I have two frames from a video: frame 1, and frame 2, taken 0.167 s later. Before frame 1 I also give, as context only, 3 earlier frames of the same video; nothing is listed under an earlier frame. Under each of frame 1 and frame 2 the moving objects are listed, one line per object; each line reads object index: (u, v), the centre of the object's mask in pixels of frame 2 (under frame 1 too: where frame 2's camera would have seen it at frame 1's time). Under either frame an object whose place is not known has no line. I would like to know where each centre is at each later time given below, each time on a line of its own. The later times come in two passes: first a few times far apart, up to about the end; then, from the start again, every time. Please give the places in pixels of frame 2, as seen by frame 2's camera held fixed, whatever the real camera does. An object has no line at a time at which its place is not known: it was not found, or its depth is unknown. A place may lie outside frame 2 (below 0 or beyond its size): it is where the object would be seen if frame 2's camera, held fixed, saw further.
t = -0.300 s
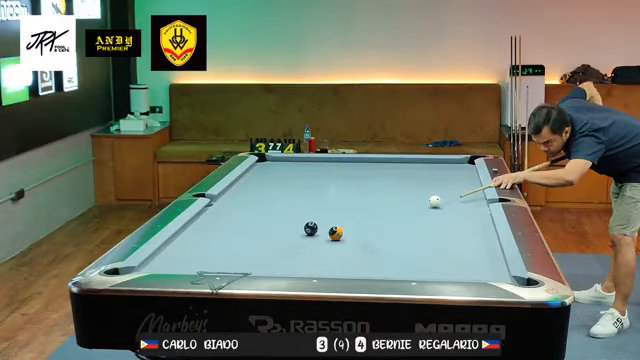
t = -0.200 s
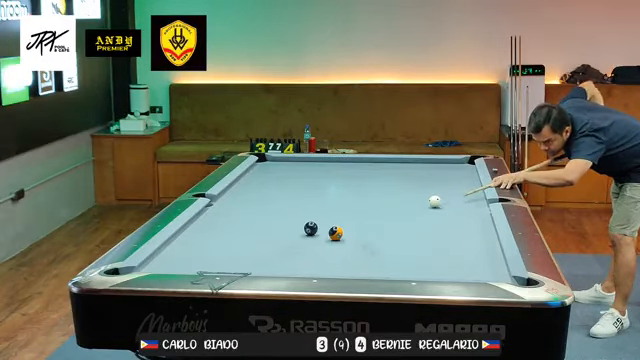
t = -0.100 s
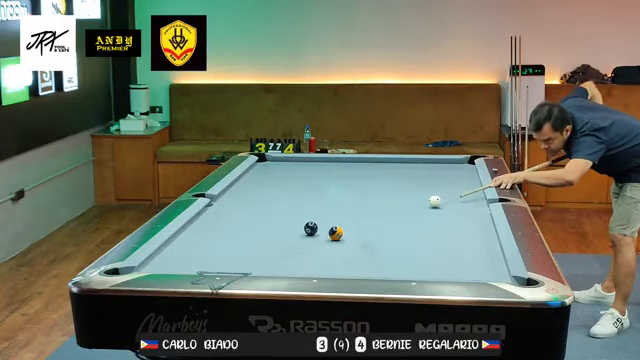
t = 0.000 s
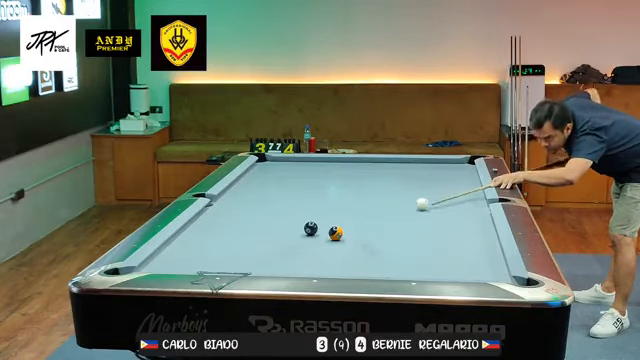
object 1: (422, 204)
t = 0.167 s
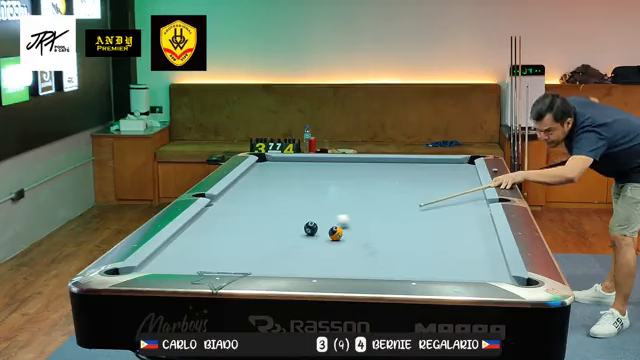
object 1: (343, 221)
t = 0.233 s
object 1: (319, 226)
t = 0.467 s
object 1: (312, 225)
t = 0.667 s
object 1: (307, 224)
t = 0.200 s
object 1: (326, 224)
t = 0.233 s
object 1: (319, 226)
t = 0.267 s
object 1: (318, 226)
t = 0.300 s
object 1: (317, 225)
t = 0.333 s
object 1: (316, 225)
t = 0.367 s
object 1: (315, 225)
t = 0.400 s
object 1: (314, 225)
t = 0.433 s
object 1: (313, 225)
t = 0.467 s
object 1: (312, 225)
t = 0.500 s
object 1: (311, 224)
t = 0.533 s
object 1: (310, 224)
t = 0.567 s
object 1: (310, 224)
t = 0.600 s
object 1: (309, 224)
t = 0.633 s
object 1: (308, 224)
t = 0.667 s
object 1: (307, 224)
